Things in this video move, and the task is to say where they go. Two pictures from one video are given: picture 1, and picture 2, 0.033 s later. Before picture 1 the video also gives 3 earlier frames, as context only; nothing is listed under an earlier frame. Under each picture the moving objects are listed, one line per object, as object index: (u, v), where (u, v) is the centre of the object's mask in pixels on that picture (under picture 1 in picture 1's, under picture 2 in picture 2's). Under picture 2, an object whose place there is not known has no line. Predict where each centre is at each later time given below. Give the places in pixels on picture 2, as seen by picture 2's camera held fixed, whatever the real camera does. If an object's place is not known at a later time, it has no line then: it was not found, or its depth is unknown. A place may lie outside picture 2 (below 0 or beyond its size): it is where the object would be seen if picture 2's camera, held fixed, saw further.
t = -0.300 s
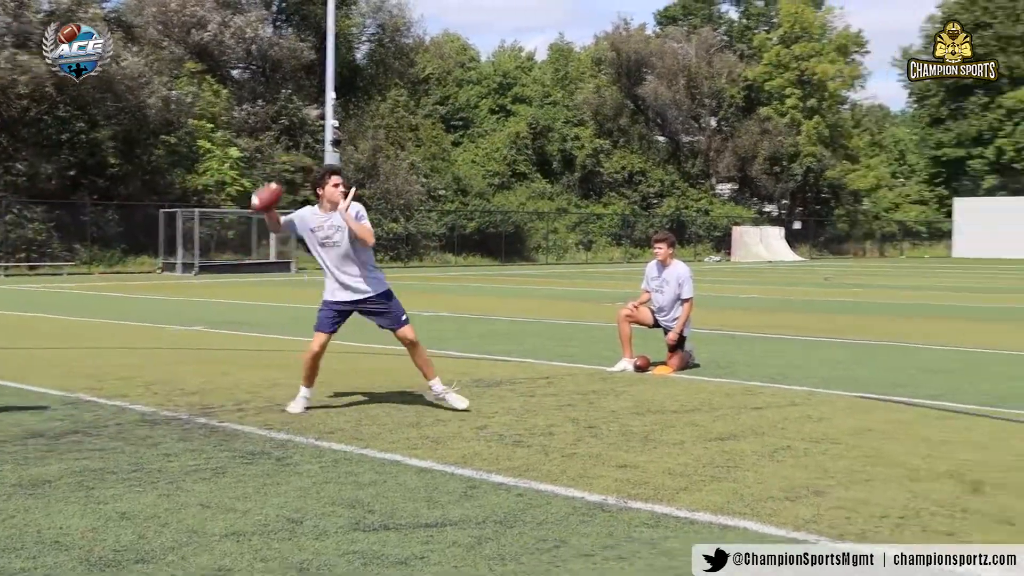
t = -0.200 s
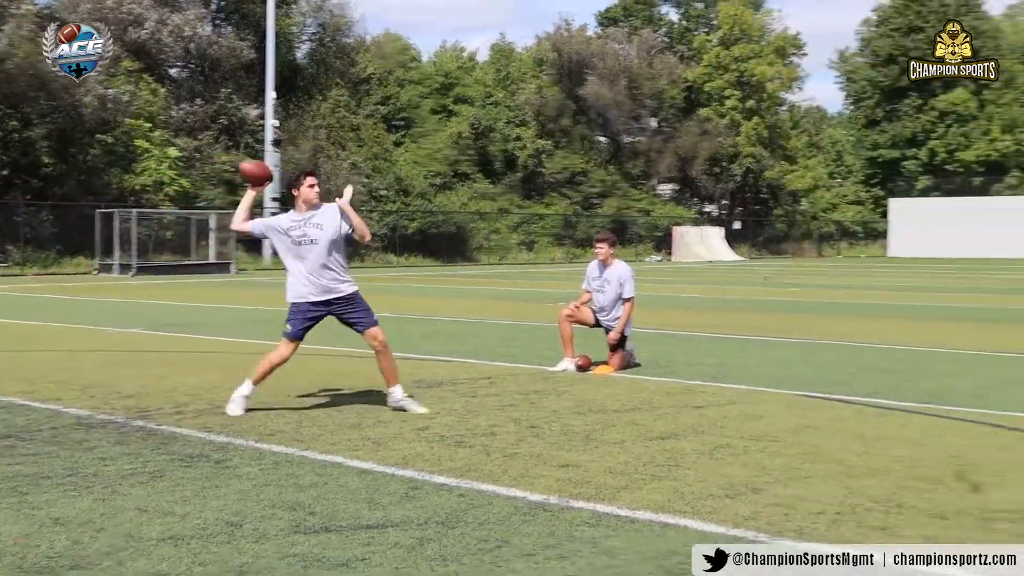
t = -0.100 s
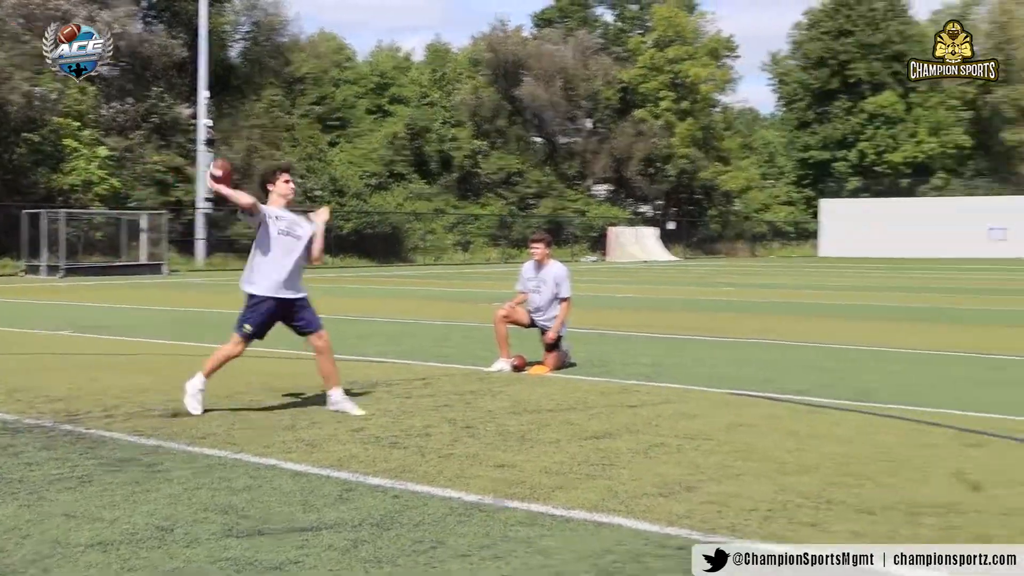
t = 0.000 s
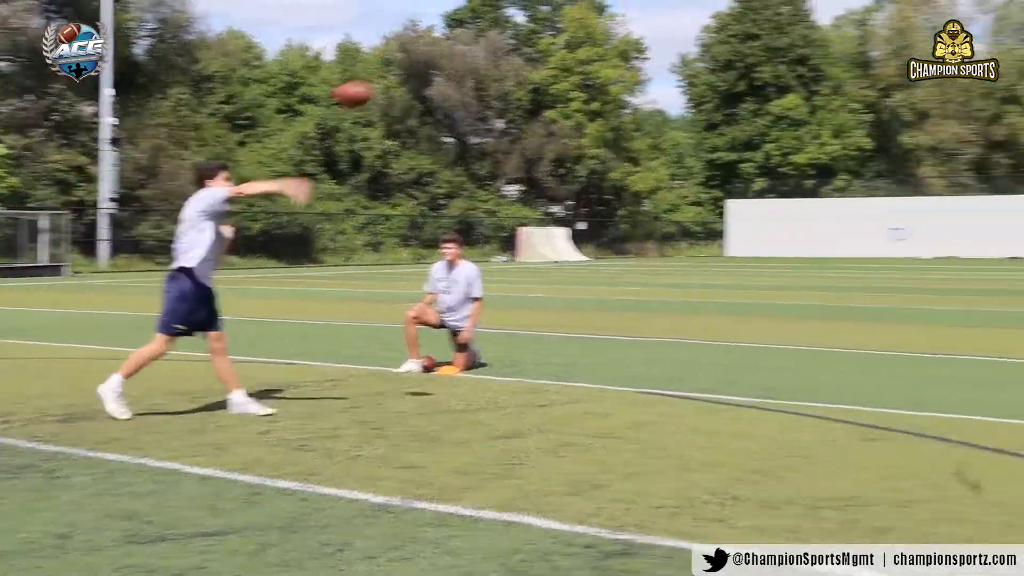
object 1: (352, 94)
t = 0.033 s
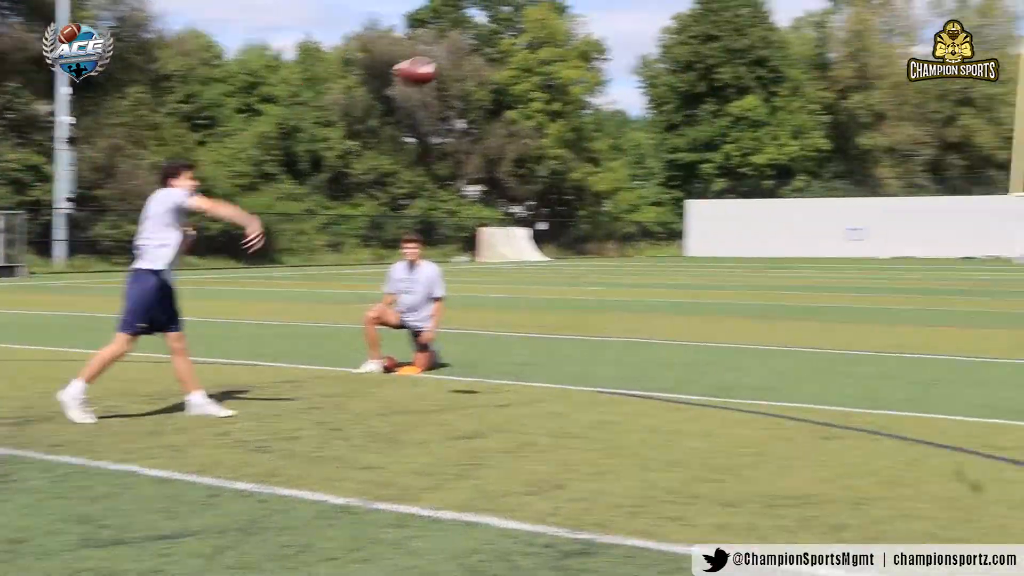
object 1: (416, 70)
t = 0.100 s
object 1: (618, 32)
